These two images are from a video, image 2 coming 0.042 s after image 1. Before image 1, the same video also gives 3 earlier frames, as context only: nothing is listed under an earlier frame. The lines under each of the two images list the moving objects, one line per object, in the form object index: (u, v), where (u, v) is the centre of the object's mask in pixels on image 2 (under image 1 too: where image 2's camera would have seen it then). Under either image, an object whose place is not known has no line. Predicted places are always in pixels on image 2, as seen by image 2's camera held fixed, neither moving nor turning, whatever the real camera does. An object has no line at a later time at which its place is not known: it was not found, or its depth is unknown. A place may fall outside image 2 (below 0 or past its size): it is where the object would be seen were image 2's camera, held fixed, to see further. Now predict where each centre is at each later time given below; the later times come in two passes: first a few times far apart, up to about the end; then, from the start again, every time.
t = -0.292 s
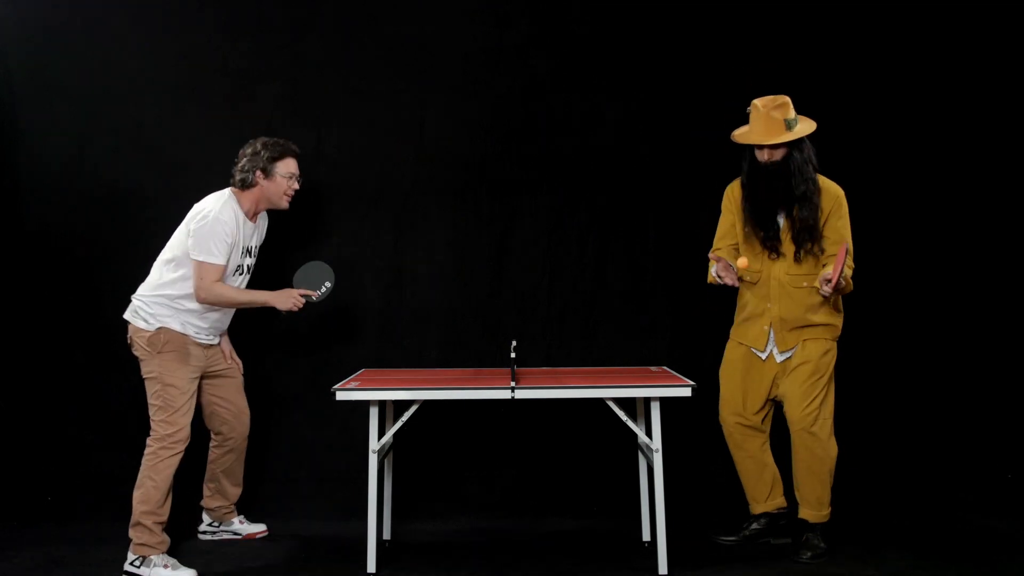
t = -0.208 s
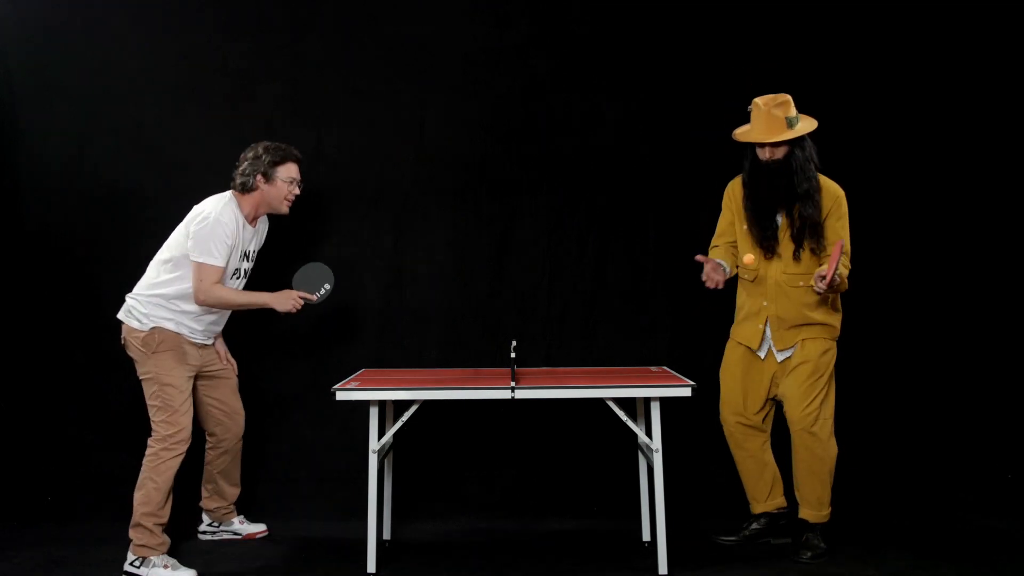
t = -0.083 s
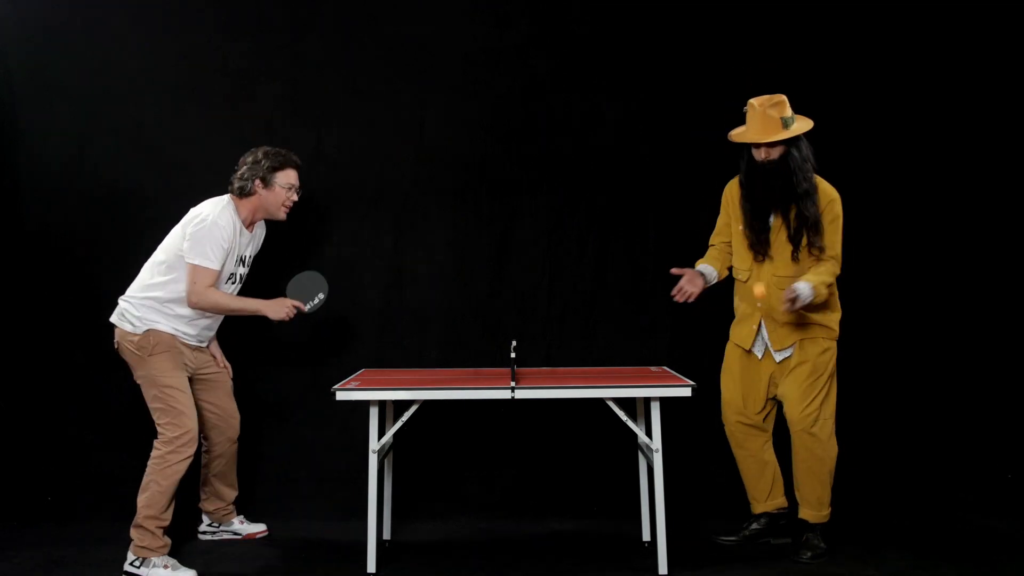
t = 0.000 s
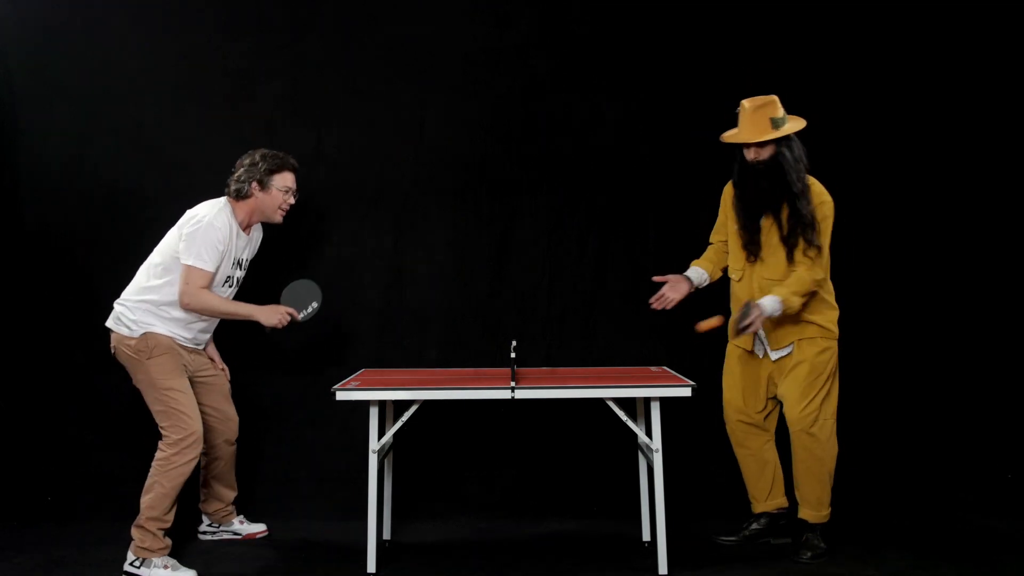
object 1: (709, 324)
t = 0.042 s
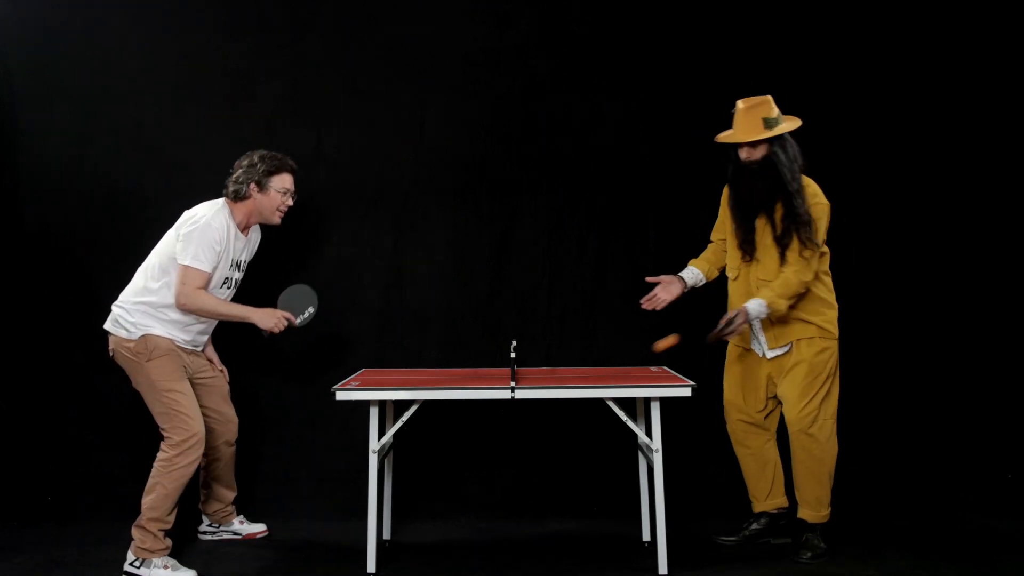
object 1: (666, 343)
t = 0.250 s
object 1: (513, 321)
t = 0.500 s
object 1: (376, 365)
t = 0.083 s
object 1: (626, 364)
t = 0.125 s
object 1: (592, 359)
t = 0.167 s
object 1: (565, 341)
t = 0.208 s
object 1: (538, 329)
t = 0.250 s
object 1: (513, 321)
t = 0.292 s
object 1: (488, 318)
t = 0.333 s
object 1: (464, 320)
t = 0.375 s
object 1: (440, 327)
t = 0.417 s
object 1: (418, 337)
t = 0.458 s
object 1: (396, 353)
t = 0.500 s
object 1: (376, 365)
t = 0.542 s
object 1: (360, 350)
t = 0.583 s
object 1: (344, 337)
